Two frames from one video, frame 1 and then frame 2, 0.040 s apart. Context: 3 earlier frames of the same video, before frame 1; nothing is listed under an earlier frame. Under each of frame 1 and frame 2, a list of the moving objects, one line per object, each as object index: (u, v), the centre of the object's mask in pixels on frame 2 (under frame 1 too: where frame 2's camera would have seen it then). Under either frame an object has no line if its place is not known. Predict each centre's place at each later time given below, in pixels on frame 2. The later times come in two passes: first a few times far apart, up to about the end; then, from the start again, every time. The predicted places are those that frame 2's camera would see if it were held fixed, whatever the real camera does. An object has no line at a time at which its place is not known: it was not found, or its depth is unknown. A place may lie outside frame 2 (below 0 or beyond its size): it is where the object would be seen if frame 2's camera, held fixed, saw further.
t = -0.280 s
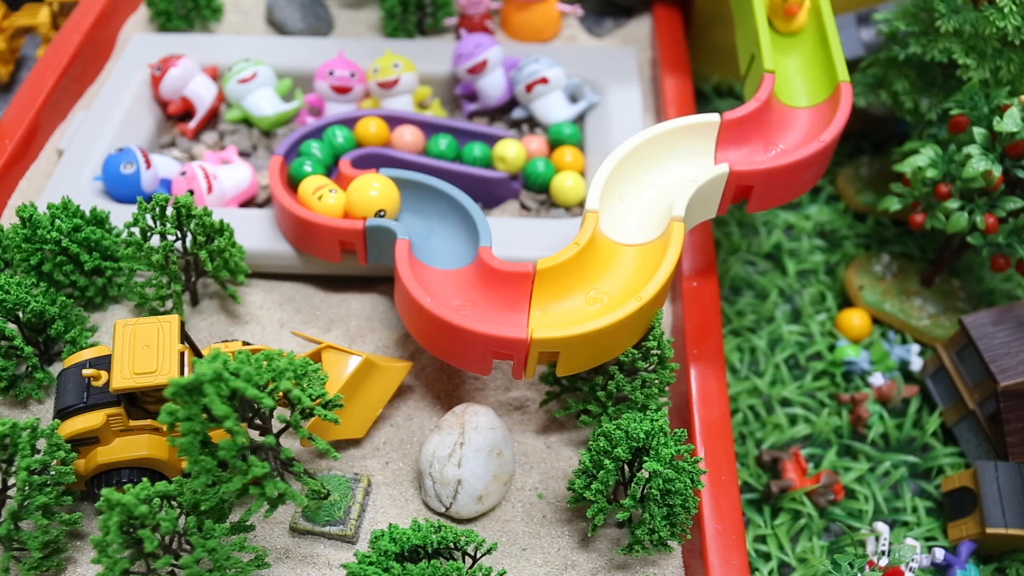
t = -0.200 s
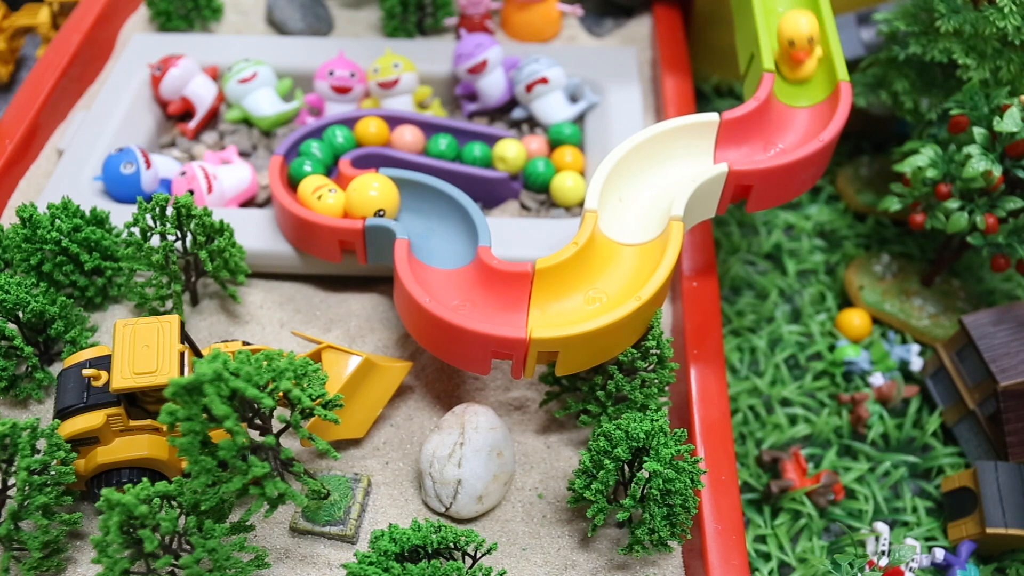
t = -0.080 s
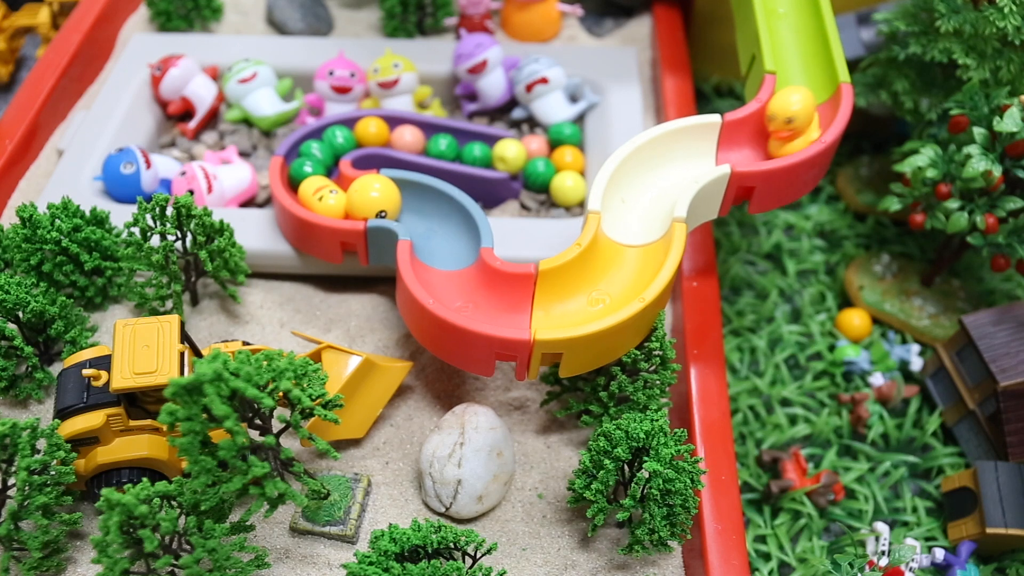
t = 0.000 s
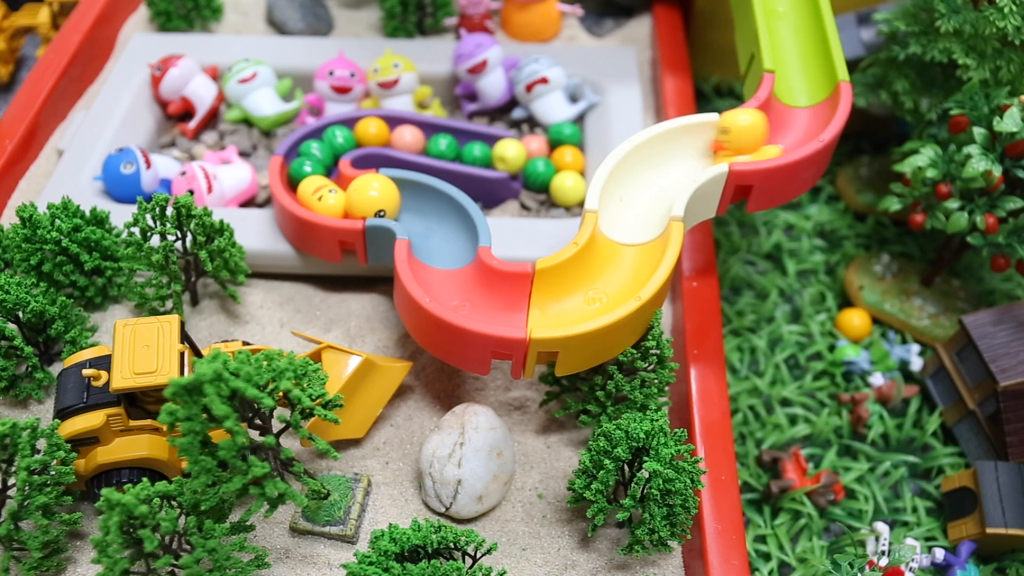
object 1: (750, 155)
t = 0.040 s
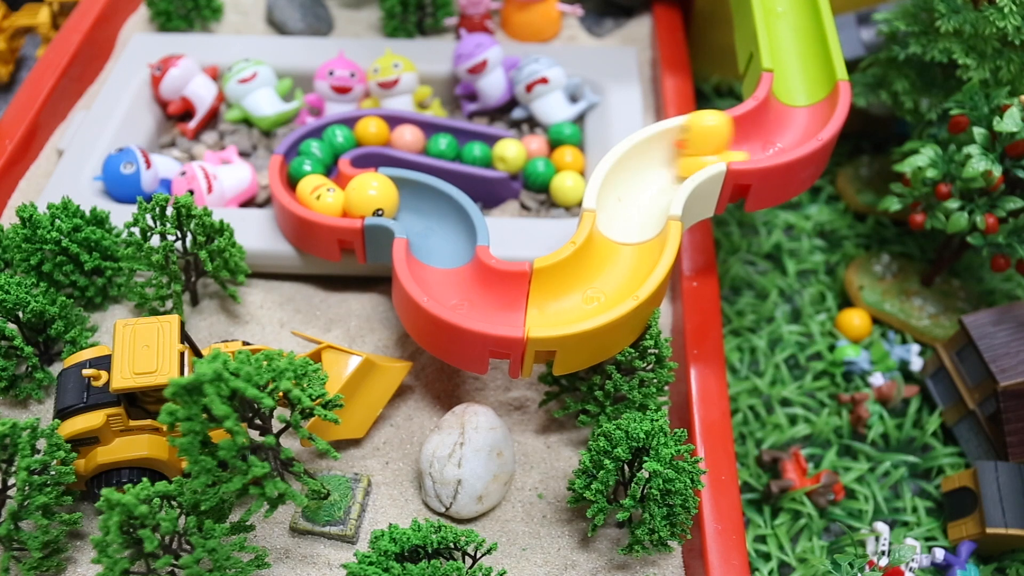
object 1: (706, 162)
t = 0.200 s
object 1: (627, 226)
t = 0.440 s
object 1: (565, 315)
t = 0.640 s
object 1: (435, 276)
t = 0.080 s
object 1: (672, 171)
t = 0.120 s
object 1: (655, 189)
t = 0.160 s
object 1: (633, 207)
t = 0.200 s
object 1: (627, 226)
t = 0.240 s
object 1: (624, 246)
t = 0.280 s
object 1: (619, 267)
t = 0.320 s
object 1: (610, 287)
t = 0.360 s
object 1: (604, 303)
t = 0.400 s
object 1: (592, 311)
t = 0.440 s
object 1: (565, 315)
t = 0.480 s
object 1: (535, 318)
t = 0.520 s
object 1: (507, 317)
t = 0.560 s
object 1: (479, 311)
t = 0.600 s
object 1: (451, 298)
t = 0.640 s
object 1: (435, 276)
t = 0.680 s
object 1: (435, 259)
